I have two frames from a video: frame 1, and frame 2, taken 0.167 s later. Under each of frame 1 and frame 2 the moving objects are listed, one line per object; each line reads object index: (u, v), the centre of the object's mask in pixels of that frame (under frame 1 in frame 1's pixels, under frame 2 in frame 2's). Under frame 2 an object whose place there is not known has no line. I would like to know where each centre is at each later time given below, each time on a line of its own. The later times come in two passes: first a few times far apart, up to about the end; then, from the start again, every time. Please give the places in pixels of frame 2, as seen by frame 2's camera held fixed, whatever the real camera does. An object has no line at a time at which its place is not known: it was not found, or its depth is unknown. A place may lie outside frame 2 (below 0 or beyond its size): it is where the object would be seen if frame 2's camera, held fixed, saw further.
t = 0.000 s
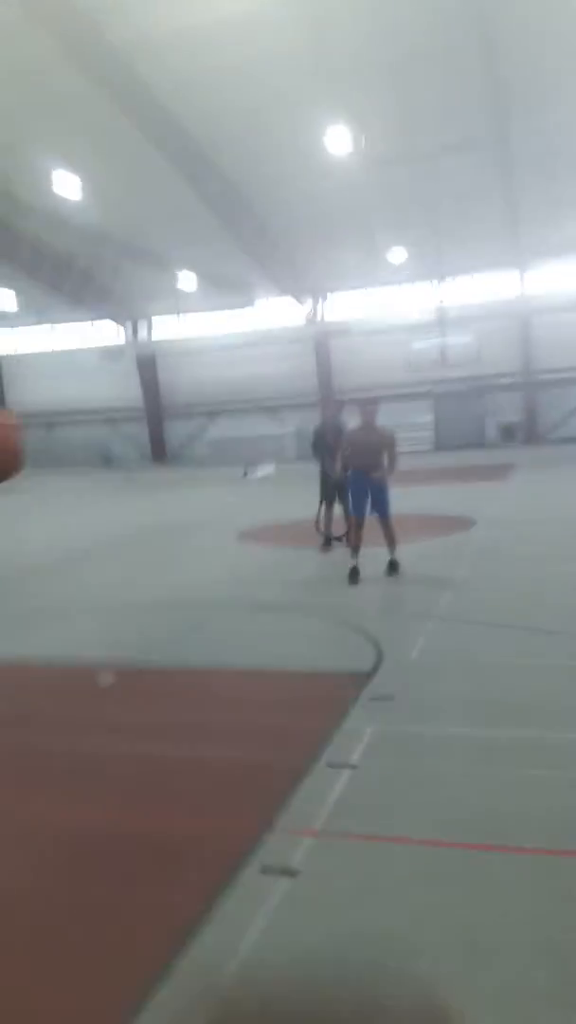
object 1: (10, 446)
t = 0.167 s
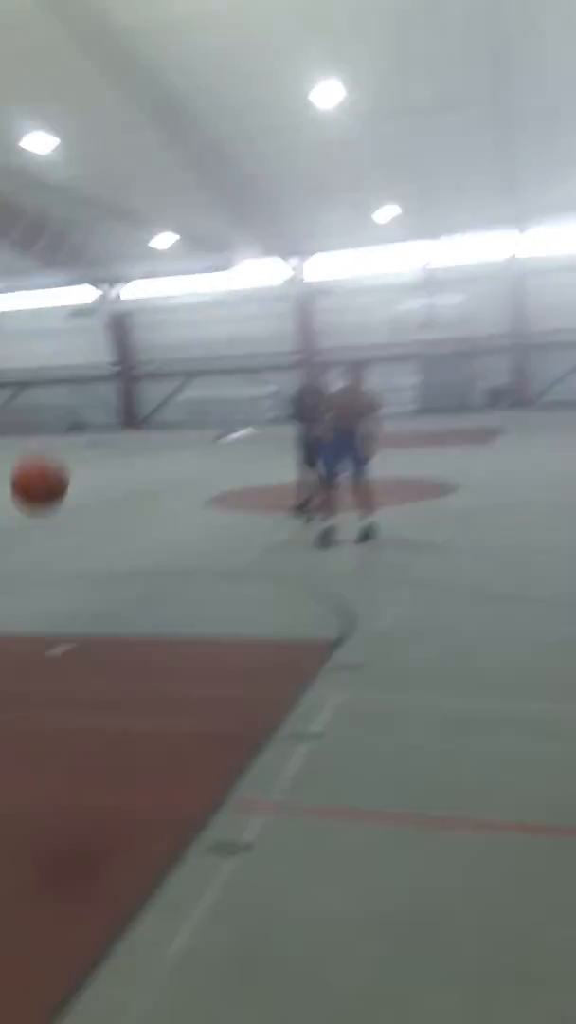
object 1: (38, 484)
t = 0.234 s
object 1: (66, 513)
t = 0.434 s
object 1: (124, 602)
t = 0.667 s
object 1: (142, 498)
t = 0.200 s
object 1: (53, 499)
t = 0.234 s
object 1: (66, 513)
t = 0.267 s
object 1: (79, 526)
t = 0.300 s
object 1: (91, 541)
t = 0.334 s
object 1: (99, 555)
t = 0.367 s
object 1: (107, 570)
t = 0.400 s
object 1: (116, 586)
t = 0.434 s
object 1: (124, 602)
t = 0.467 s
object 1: (128, 611)
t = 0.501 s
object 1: (129, 585)
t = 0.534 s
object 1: (134, 563)
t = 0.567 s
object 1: (136, 544)
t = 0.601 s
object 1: (139, 524)
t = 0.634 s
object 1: (139, 511)
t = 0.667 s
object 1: (142, 498)
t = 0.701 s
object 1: (144, 486)
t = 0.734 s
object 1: (146, 476)
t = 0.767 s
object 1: (147, 466)
